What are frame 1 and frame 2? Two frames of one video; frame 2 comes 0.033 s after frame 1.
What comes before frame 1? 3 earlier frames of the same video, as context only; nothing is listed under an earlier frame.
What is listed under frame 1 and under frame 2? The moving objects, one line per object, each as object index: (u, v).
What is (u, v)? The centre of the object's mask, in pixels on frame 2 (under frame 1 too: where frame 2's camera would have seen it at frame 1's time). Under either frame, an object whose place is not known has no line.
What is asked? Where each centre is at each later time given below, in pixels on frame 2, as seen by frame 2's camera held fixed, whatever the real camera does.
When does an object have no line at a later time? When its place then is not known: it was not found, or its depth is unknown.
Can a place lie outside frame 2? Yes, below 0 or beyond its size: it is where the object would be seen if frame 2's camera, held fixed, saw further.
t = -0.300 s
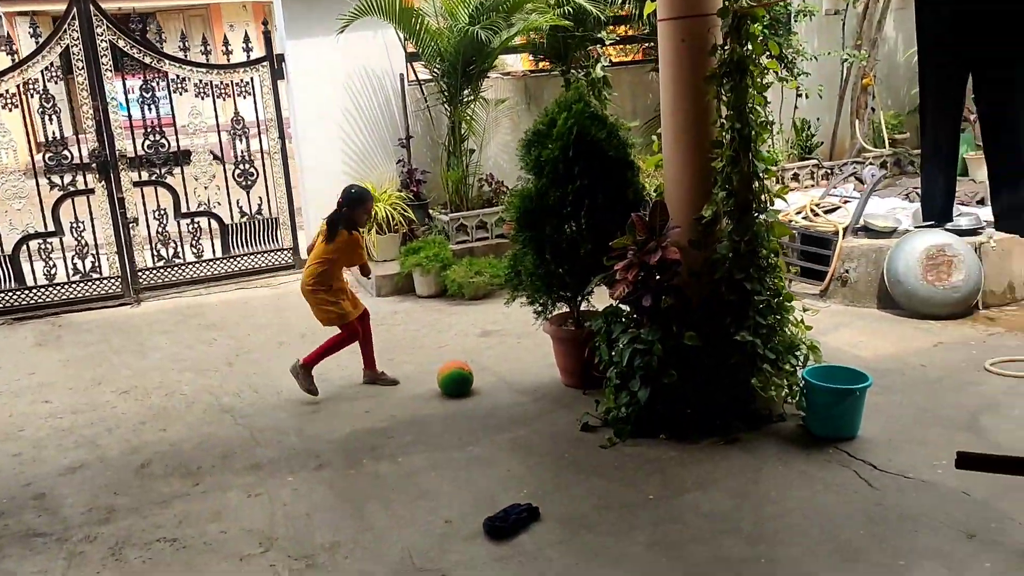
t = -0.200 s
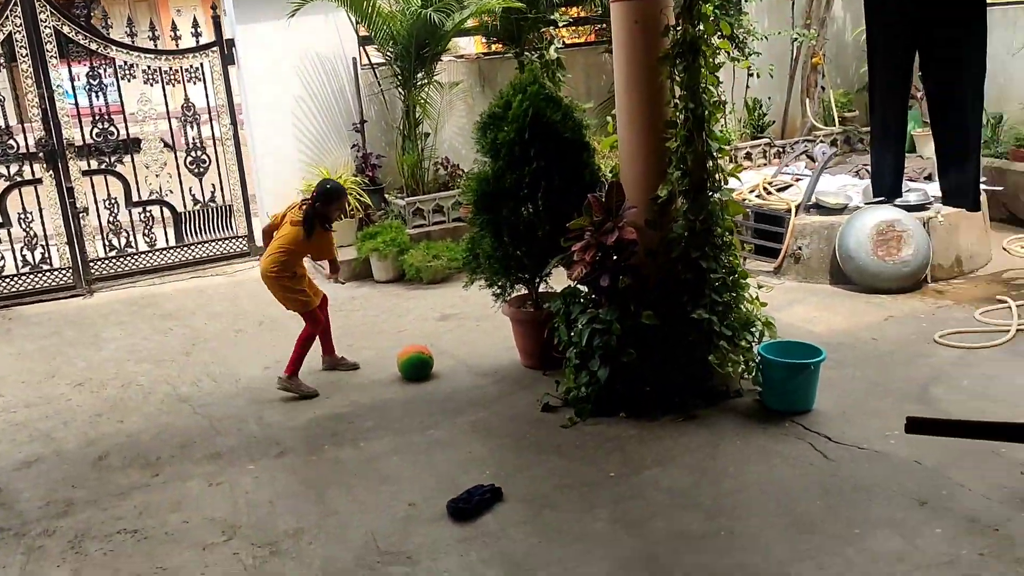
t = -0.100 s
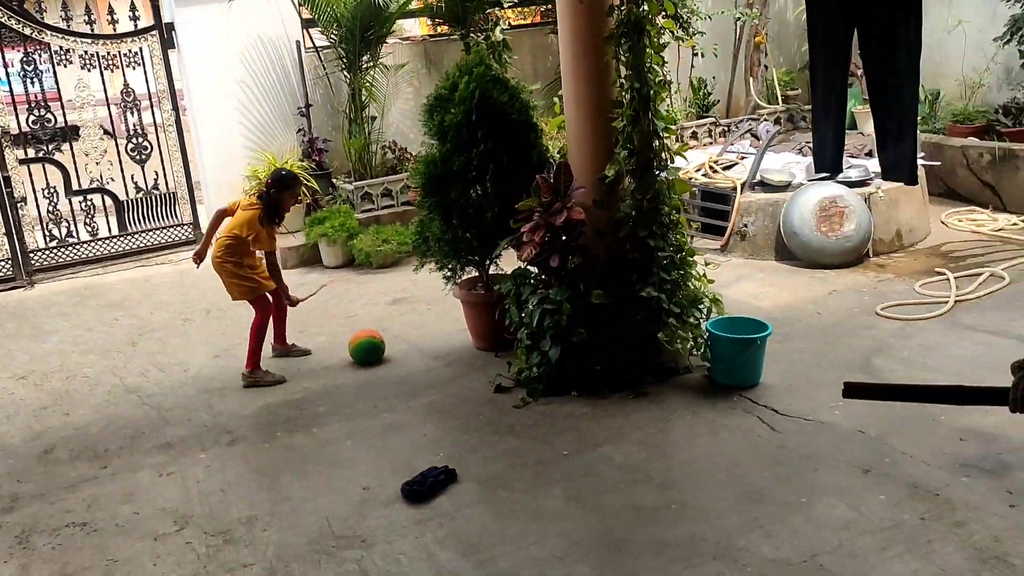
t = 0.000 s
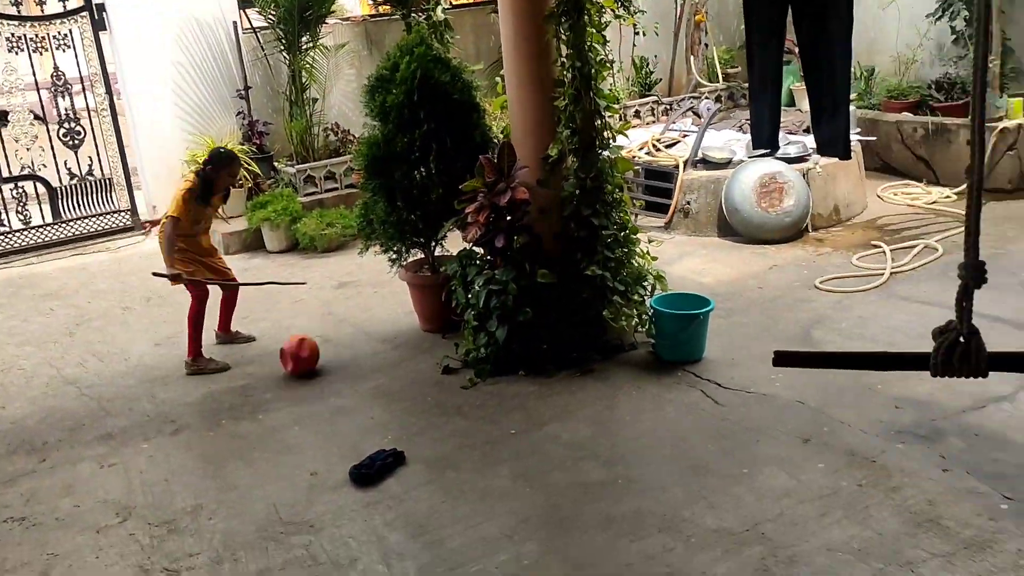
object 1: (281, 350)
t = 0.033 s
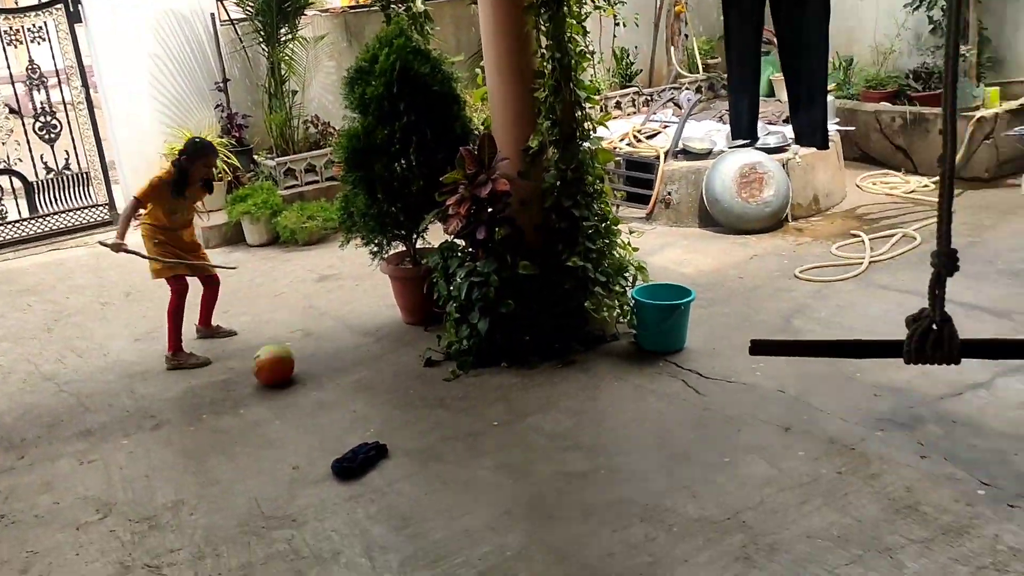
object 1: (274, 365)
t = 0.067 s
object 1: (267, 381)
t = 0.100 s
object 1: (259, 393)
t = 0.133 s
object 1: (252, 405)
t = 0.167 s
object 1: (245, 418)
